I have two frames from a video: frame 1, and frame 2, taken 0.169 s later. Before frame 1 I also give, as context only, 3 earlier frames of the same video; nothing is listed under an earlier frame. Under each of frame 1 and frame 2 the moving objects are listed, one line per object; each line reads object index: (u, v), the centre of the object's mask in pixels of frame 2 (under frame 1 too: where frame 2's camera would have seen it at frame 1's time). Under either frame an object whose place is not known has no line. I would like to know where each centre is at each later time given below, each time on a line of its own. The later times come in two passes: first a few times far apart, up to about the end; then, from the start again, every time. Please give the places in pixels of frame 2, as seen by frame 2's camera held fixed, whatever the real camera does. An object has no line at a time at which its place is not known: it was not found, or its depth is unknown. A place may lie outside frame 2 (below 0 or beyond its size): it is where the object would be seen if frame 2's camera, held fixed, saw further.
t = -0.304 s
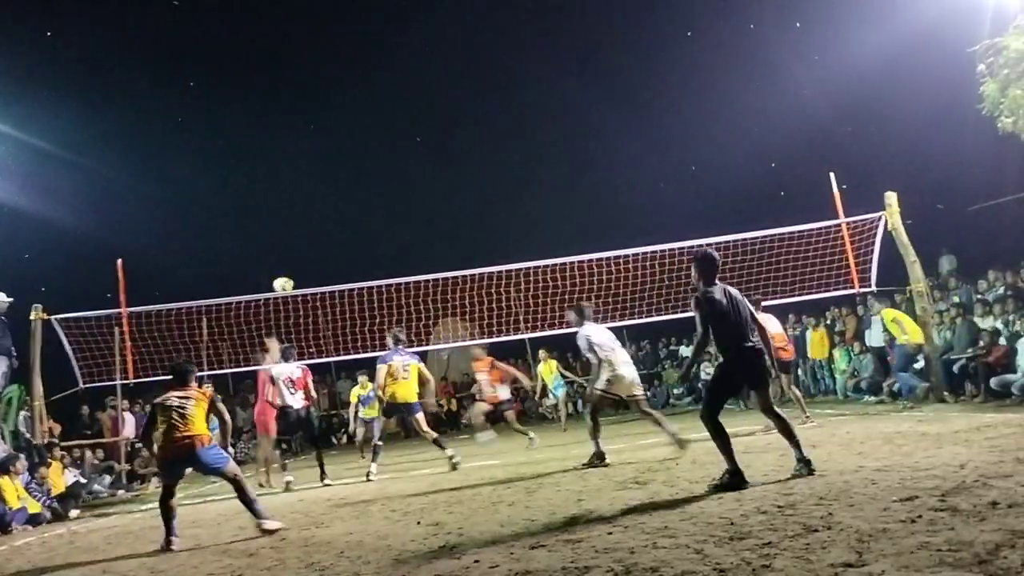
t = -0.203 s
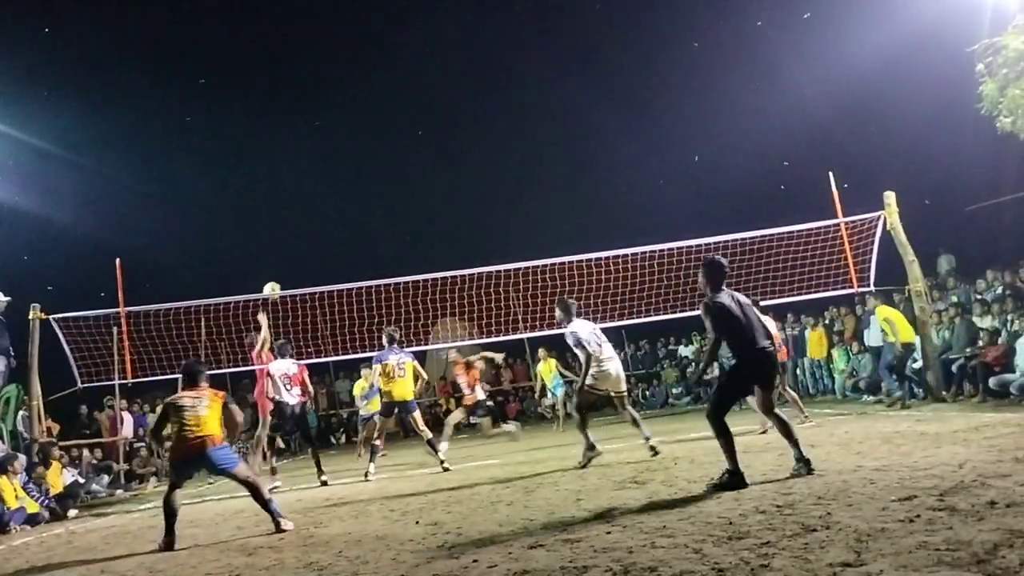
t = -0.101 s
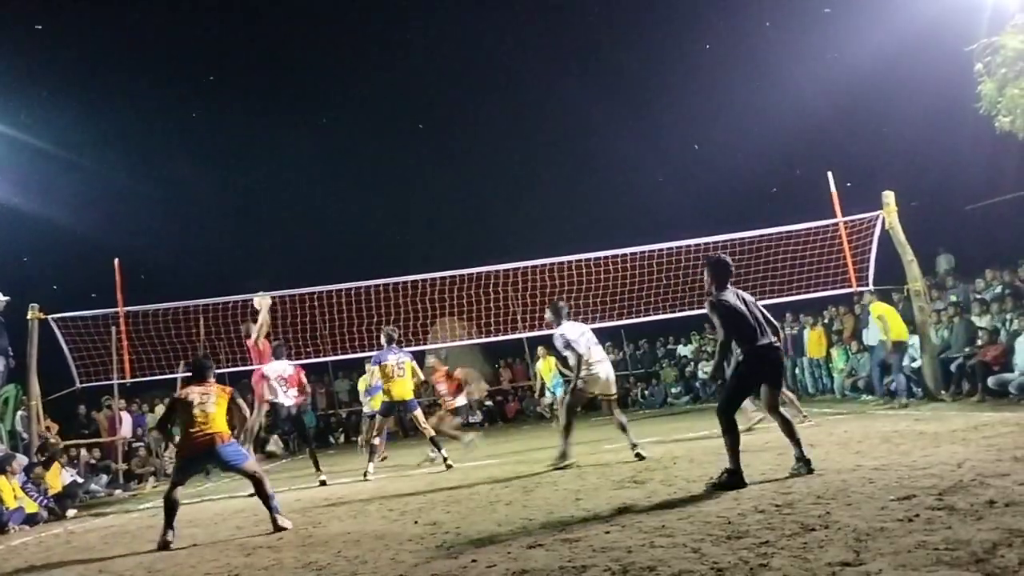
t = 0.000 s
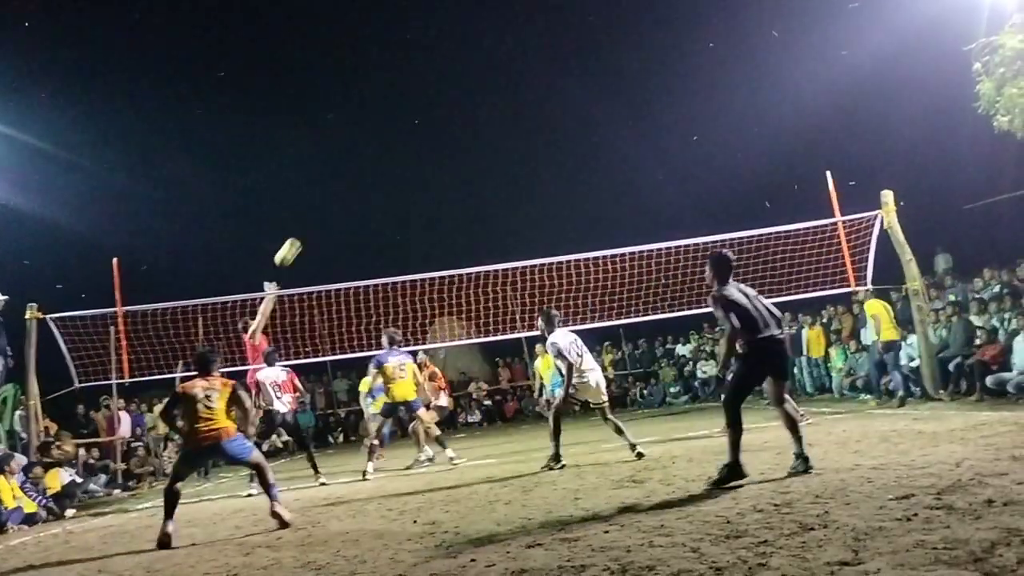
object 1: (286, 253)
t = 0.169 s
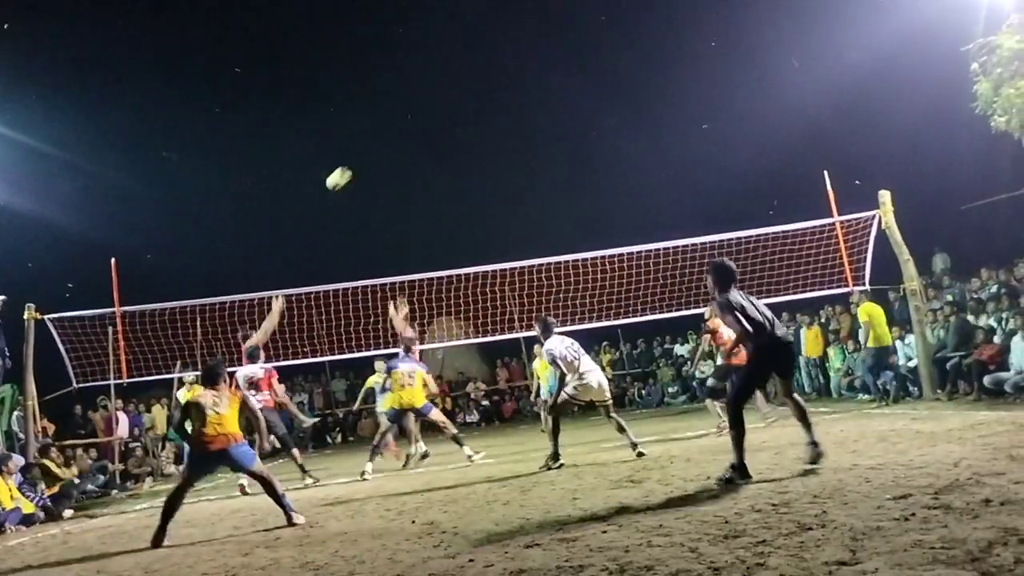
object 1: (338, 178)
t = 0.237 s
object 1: (358, 155)
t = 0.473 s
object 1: (427, 100)
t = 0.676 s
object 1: (486, 86)
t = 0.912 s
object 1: (556, 102)
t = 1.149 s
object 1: (627, 156)
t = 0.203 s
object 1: (349, 166)
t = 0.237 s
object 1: (358, 155)
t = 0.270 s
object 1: (368, 145)
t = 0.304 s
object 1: (378, 135)
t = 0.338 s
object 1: (388, 127)
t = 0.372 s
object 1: (398, 119)
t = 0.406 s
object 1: (408, 112)
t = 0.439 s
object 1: (418, 106)
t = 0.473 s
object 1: (427, 100)
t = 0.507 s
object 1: (437, 96)
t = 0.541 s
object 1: (447, 93)
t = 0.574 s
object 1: (457, 90)
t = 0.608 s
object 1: (467, 88)
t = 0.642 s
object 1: (477, 86)
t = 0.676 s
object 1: (486, 86)
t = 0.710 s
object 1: (496, 86)
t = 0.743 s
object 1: (506, 87)
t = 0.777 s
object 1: (516, 88)
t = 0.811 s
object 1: (526, 91)
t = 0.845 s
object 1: (536, 94)
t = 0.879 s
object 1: (546, 98)
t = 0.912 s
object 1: (556, 102)
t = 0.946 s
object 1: (567, 108)
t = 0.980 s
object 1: (576, 114)
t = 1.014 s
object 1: (586, 121)
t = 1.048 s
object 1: (597, 129)
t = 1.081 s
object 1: (607, 137)
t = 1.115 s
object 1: (617, 146)
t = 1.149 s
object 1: (627, 156)
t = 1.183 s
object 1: (637, 166)
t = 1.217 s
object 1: (648, 177)
